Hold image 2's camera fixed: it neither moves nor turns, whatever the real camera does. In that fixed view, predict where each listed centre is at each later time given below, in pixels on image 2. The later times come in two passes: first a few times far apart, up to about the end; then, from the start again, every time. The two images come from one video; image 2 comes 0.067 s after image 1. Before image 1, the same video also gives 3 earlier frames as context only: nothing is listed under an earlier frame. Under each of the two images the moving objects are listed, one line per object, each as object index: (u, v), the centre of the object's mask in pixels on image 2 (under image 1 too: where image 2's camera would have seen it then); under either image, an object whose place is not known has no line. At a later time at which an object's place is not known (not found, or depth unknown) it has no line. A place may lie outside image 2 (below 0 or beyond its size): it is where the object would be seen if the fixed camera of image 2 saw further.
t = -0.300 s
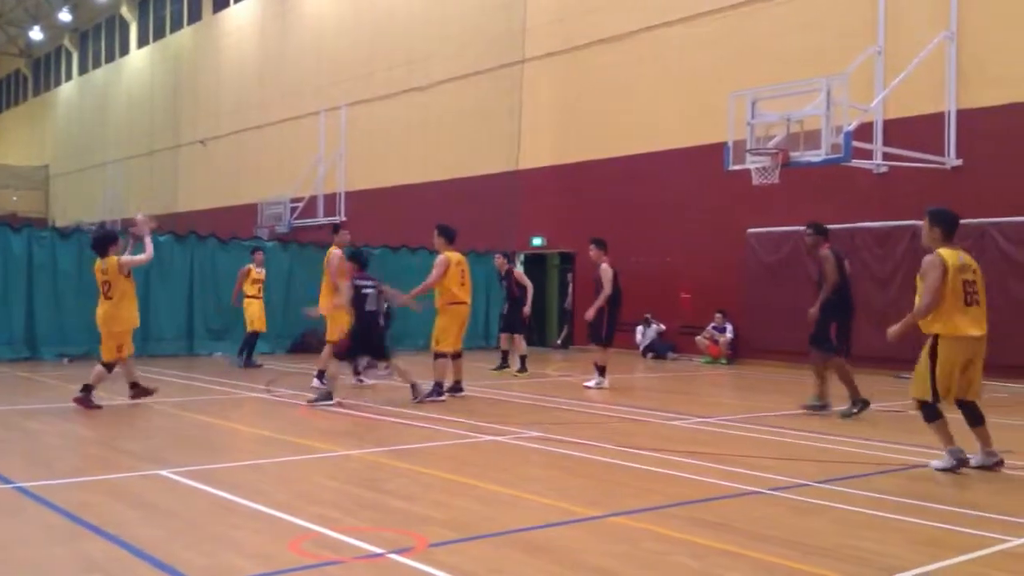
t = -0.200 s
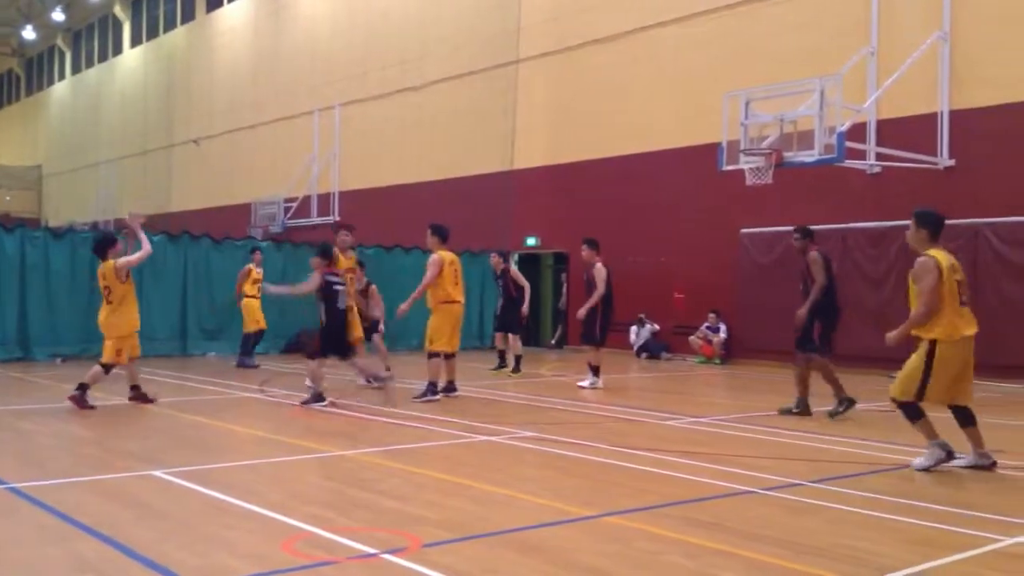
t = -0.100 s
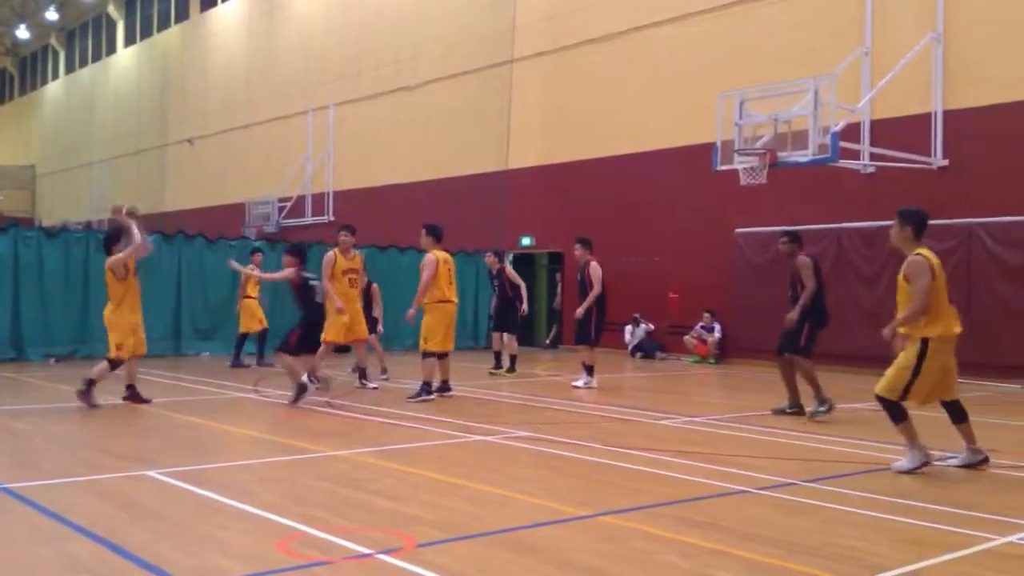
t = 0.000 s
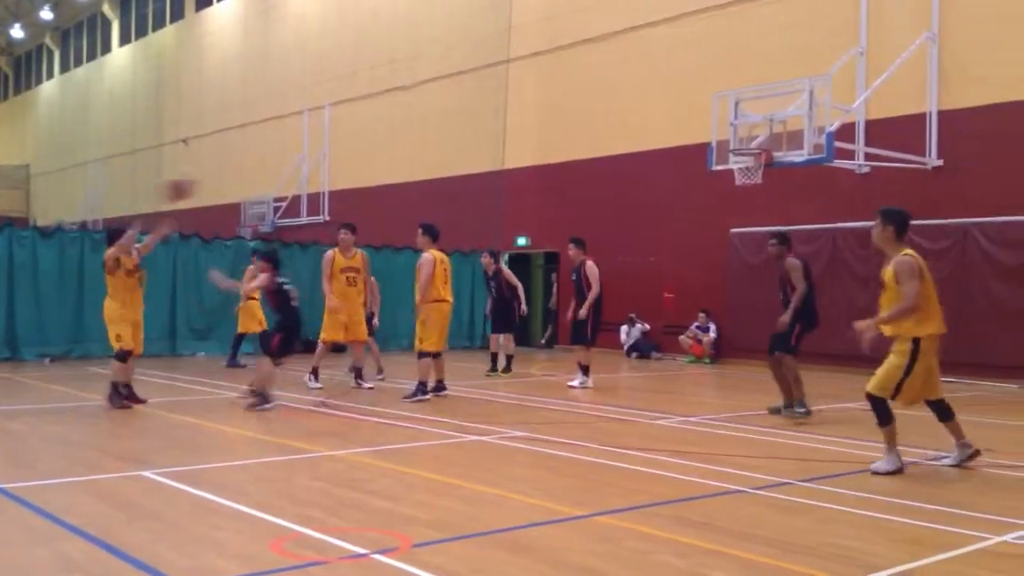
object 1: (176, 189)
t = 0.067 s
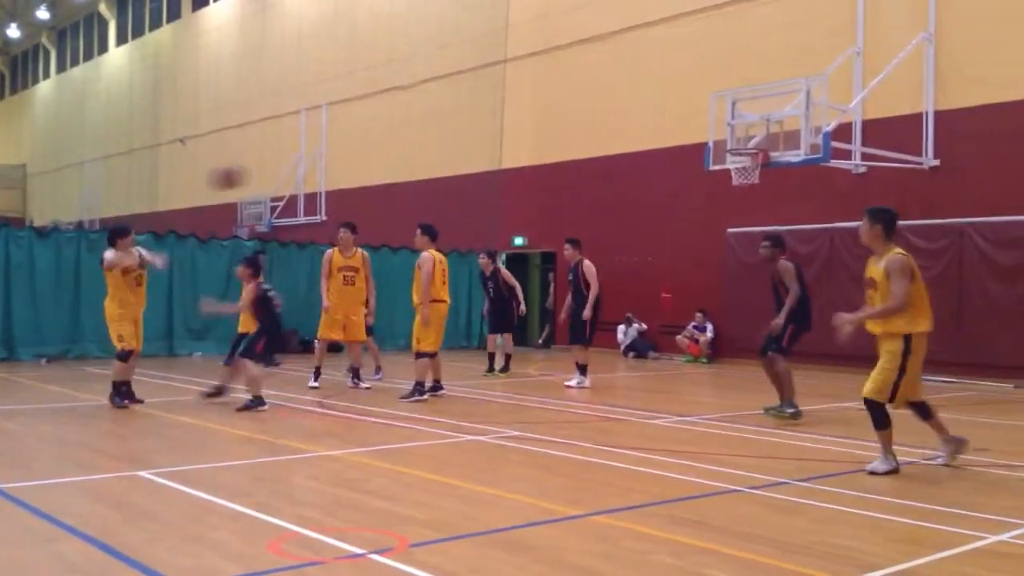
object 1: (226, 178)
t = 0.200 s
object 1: (348, 169)
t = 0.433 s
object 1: (587, 197)
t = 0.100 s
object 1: (256, 173)
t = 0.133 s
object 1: (285, 170)
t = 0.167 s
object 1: (314, 167)
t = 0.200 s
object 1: (348, 169)
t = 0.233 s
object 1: (379, 169)
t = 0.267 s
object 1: (409, 168)
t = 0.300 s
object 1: (443, 169)
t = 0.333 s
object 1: (480, 182)
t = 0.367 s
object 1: (518, 185)
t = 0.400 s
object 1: (550, 190)
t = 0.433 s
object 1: (587, 197)
